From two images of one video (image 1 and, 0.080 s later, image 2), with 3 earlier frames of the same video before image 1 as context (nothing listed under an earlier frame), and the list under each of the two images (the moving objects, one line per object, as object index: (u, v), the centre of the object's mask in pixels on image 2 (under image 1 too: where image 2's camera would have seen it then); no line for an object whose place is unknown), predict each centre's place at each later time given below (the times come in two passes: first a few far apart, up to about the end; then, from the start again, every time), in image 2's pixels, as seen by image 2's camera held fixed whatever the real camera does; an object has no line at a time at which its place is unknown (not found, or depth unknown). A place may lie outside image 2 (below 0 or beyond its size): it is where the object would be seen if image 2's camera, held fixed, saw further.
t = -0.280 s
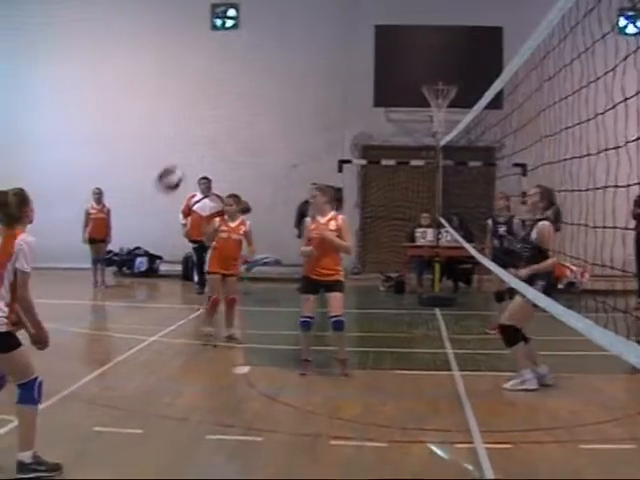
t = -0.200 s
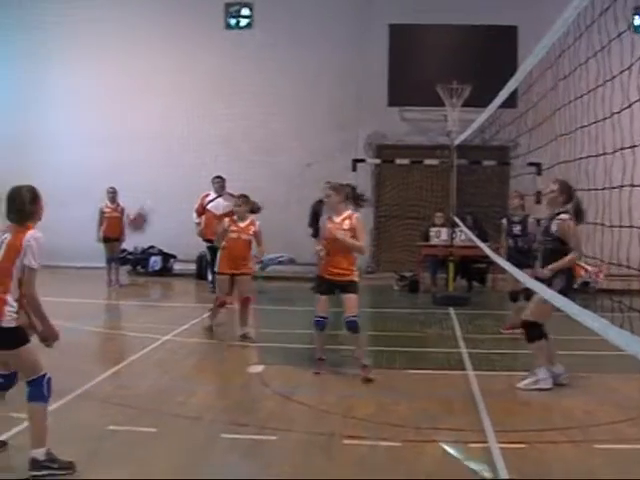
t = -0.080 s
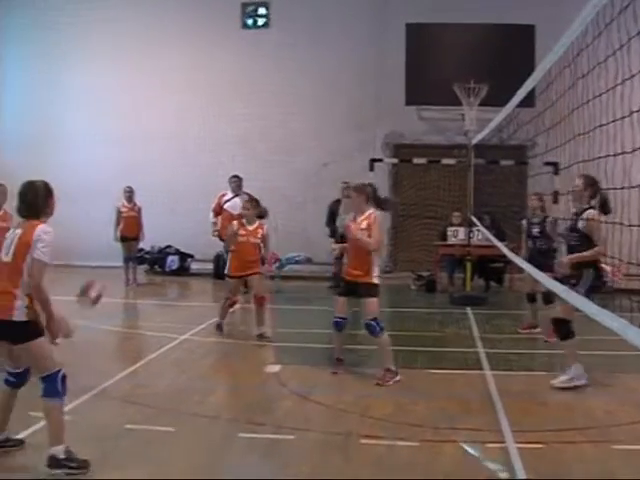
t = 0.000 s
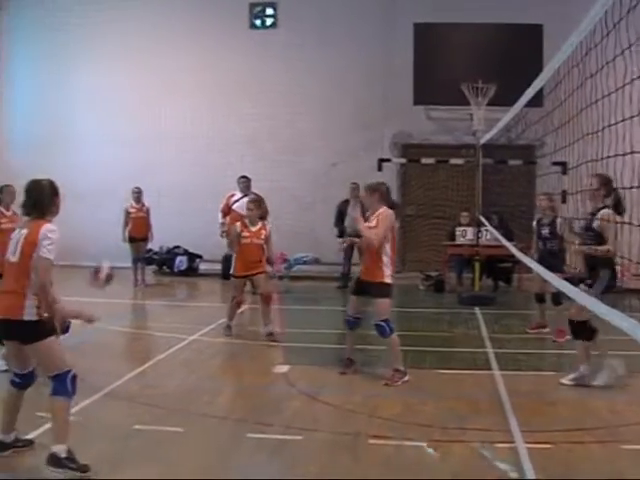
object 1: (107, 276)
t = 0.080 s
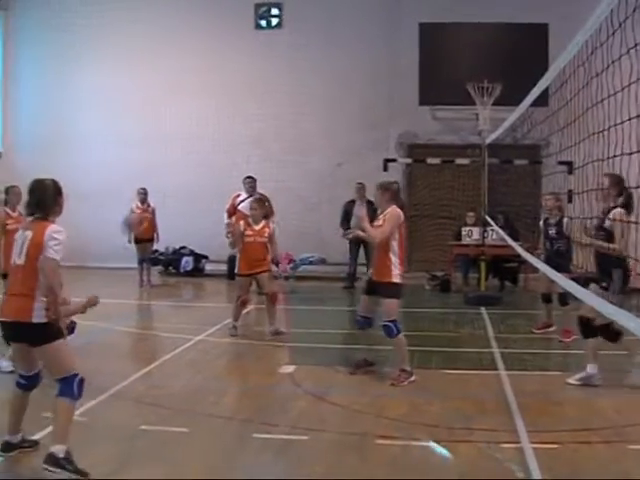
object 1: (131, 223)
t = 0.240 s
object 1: (189, 140)
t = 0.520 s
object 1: (284, 70)
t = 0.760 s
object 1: (359, 82)
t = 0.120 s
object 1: (149, 197)
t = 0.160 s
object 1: (163, 177)
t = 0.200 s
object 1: (176, 157)
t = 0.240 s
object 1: (189, 140)
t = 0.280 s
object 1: (203, 125)
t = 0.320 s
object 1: (217, 111)
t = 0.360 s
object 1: (231, 98)
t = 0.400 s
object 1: (244, 88)
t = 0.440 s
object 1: (257, 80)
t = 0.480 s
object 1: (271, 75)
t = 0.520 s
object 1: (284, 70)
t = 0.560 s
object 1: (296, 67)
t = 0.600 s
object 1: (309, 67)
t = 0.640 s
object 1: (321, 68)
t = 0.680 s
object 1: (333, 71)
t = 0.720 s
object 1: (346, 75)
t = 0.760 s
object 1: (359, 82)
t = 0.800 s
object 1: (370, 87)
